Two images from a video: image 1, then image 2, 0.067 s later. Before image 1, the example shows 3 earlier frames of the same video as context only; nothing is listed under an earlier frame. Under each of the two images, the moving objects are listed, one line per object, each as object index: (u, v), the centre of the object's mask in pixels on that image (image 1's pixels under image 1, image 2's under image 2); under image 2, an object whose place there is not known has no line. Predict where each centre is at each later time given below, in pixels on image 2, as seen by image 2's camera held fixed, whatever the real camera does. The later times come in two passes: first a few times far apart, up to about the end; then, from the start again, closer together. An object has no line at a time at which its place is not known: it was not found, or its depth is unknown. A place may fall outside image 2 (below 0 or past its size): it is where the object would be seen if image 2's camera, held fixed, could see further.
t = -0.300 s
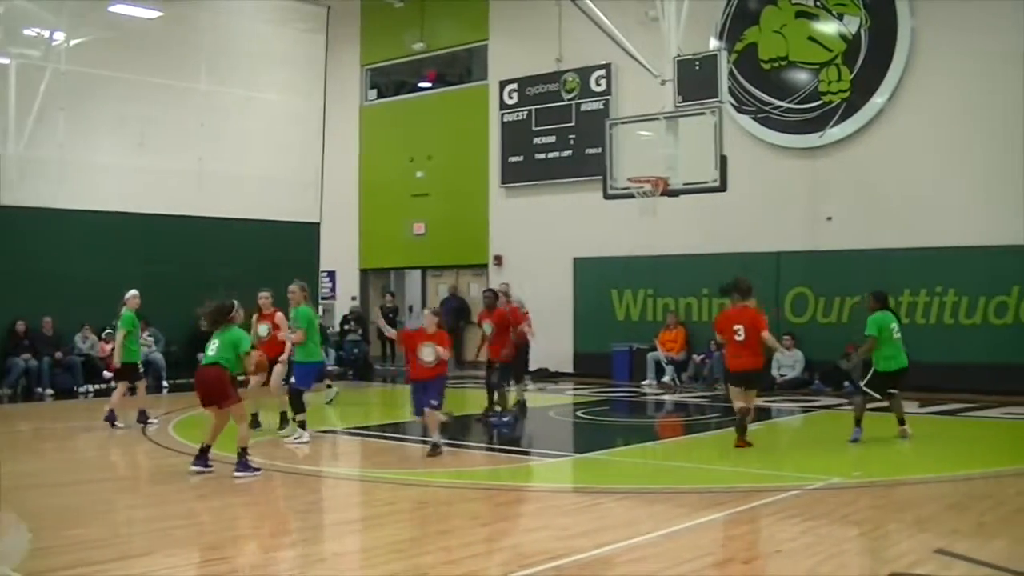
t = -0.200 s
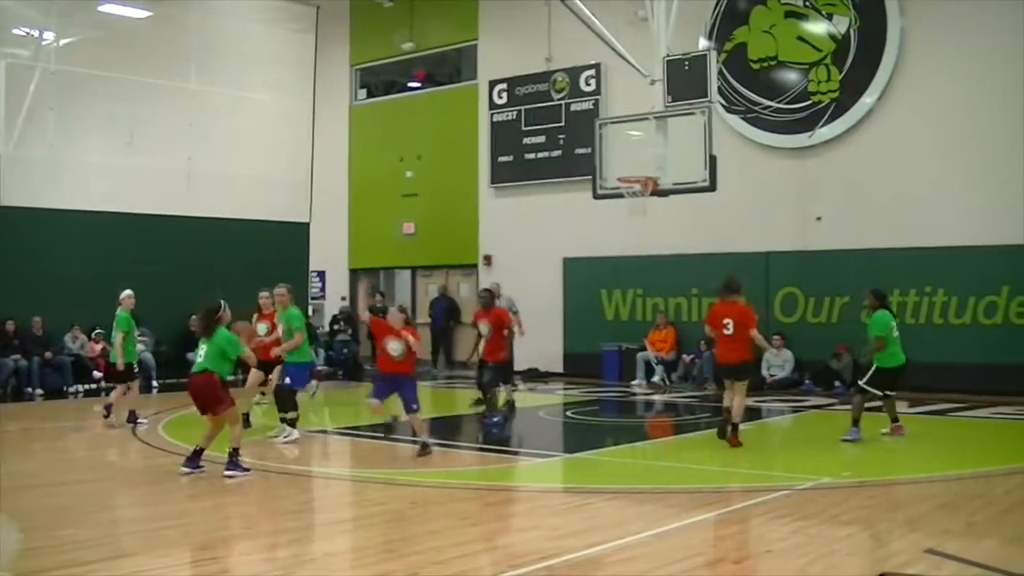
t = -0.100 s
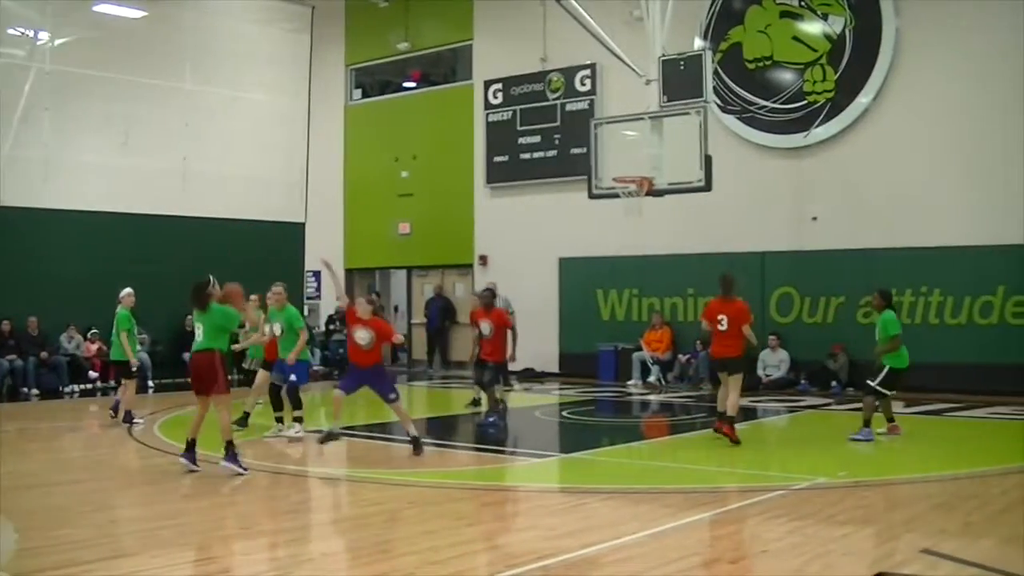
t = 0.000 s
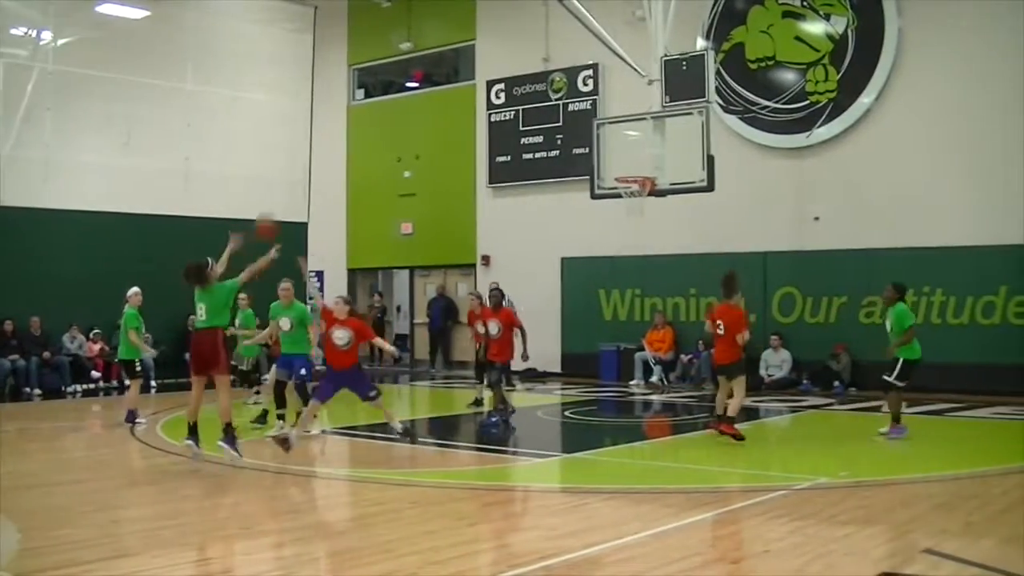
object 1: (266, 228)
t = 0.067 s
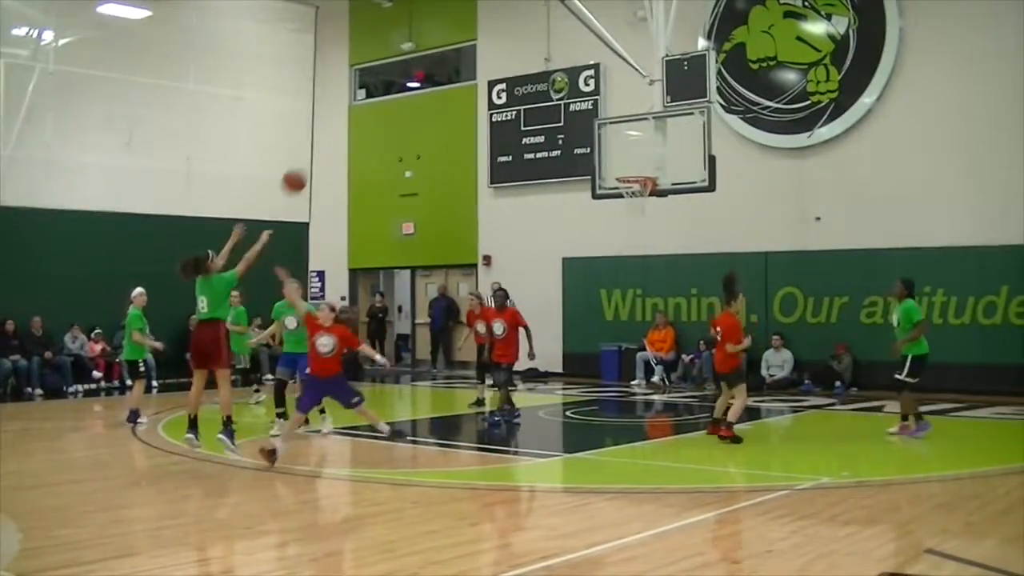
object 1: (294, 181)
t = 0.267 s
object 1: (371, 80)
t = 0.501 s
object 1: (447, 30)
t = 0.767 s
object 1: (520, 31)
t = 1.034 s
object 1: (580, 86)
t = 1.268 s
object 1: (631, 172)
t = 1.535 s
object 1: (653, 239)
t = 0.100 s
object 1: (307, 160)
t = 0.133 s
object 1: (320, 142)
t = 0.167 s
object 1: (333, 125)
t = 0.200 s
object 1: (346, 110)
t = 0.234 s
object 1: (359, 94)
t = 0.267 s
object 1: (371, 80)
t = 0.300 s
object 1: (382, 71)
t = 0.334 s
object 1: (394, 63)
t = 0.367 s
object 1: (405, 53)
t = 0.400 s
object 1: (416, 45)
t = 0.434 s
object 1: (426, 38)
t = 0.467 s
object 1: (436, 34)
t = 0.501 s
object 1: (447, 30)
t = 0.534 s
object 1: (457, 25)
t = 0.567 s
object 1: (466, 23)
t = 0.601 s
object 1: (475, 22)
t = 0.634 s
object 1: (484, 21)
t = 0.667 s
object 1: (494, 23)
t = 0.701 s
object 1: (503, 25)
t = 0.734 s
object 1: (512, 27)
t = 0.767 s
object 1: (520, 31)
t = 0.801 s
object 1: (529, 35)
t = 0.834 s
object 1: (536, 40)
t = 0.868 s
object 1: (544, 46)
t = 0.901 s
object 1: (552, 52)
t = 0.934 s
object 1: (559, 59)
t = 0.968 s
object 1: (568, 67)
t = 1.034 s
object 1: (580, 86)
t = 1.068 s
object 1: (590, 97)
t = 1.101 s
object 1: (597, 106)
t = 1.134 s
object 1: (603, 119)
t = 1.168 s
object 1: (610, 132)
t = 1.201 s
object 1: (617, 144)
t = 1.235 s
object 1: (624, 158)
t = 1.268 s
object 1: (631, 172)
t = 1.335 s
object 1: (642, 200)
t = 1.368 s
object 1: (645, 204)
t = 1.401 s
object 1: (646, 210)
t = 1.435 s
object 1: (648, 215)
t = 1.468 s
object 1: (650, 223)
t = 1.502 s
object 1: (651, 231)
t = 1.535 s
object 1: (653, 239)
